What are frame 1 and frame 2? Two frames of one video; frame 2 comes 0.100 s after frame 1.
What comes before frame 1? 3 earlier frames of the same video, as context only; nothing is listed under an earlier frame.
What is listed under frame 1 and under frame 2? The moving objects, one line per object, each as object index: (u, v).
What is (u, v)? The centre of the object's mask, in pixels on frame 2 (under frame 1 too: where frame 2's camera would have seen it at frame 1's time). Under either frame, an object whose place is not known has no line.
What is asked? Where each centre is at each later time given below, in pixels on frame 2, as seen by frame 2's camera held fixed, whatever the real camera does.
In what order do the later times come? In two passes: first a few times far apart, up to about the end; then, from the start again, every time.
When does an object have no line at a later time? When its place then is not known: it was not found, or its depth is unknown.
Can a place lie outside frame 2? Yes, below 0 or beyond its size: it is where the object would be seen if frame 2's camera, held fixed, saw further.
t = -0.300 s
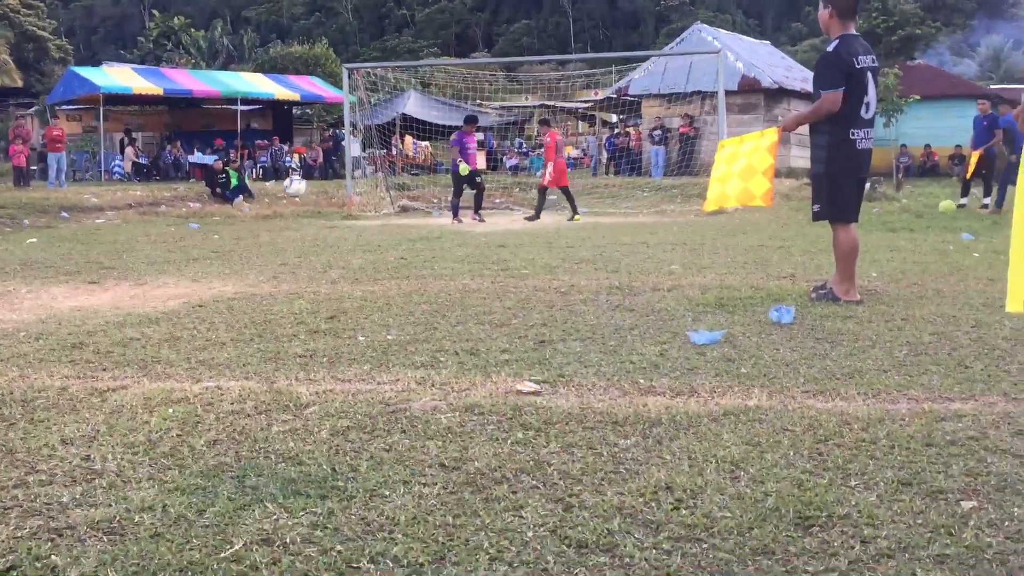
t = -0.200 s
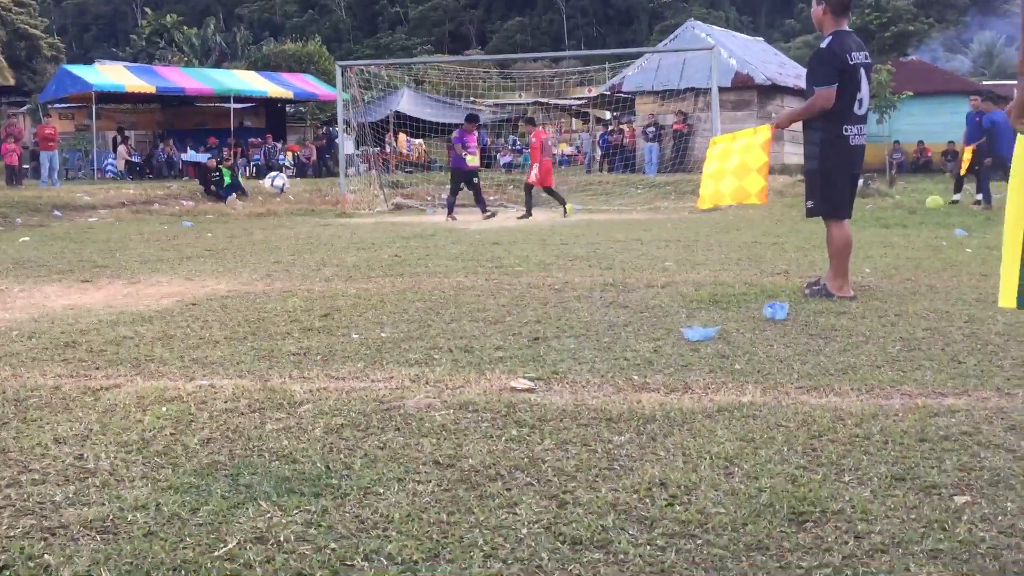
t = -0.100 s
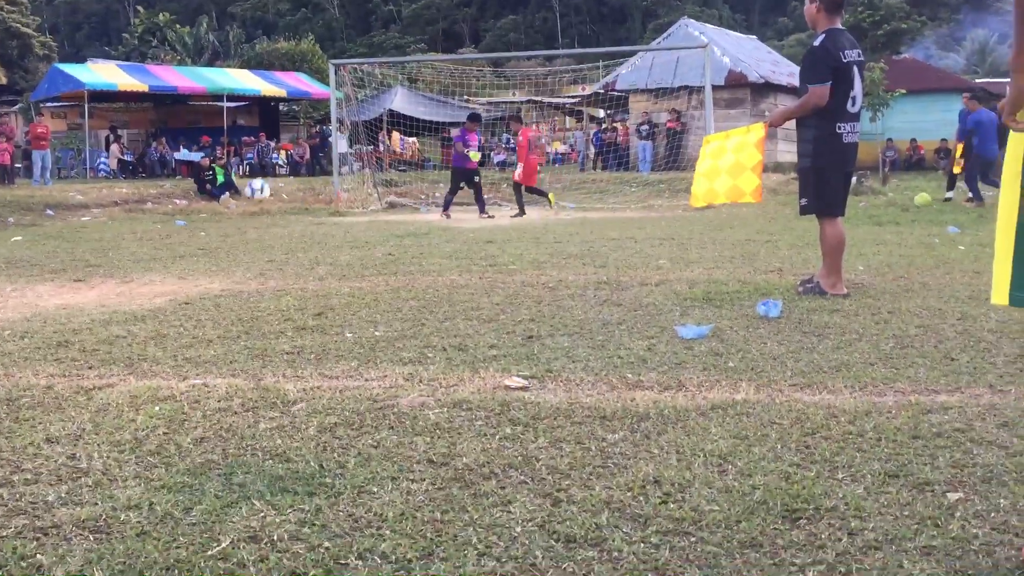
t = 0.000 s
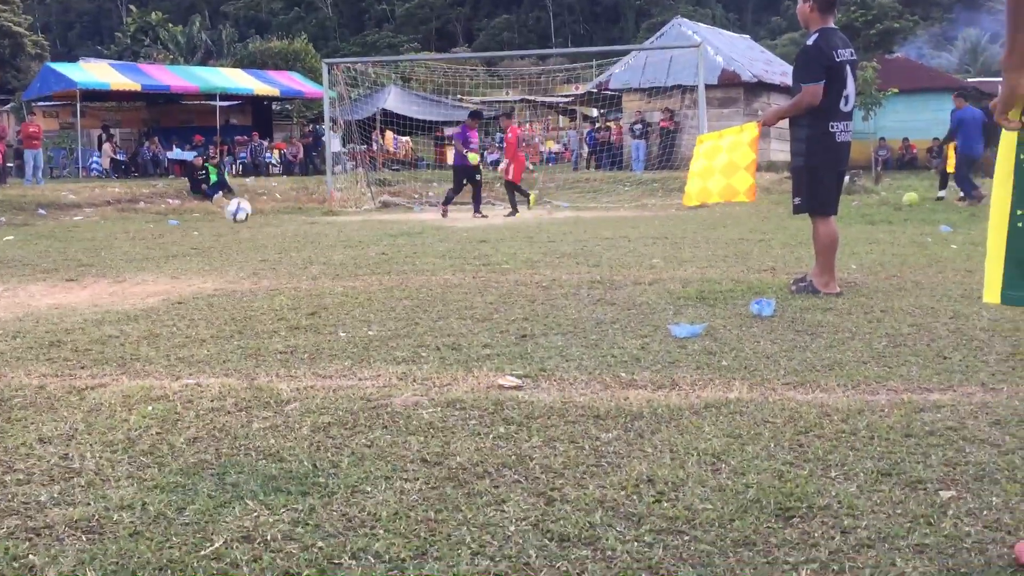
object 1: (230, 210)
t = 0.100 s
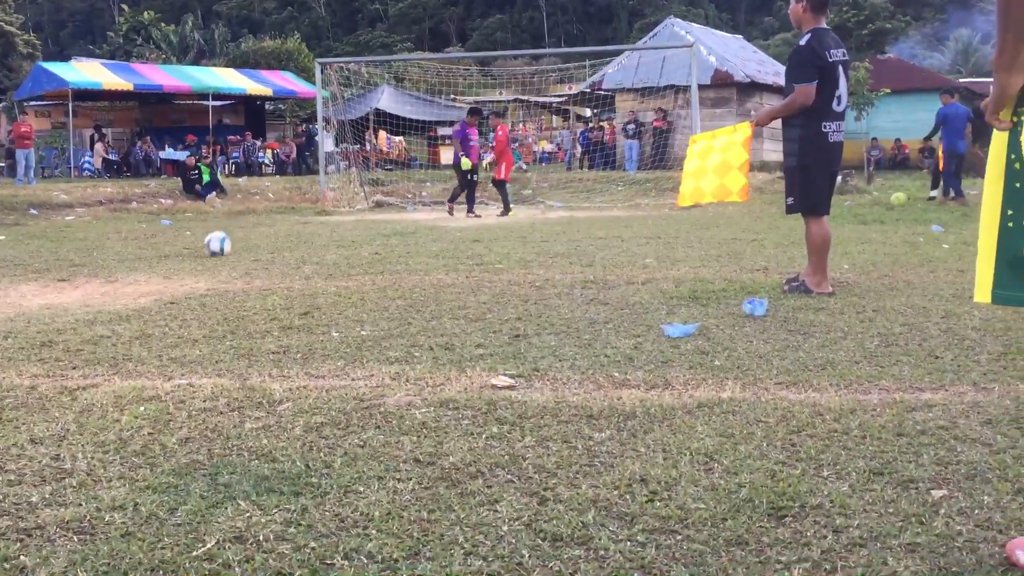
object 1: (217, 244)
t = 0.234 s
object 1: (194, 226)
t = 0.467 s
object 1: (150, 244)
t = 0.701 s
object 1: (90, 272)
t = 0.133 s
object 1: (212, 239)
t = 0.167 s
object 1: (206, 234)
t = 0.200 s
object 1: (201, 229)
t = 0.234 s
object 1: (194, 226)
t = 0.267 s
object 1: (188, 225)
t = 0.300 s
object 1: (182, 224)
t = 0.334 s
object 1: (176, 225)
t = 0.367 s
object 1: (170, 227)
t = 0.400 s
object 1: (164, 231)
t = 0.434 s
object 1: (157, 235)
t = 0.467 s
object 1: (150, 244)
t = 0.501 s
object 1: (143, 253)
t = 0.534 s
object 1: (136, 264)
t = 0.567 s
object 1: (129, 269)
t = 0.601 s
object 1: (119, 268)
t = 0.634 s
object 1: (110, 268)
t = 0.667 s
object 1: (100, 270)
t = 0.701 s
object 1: (90, 272)
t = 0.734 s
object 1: (81, 278)
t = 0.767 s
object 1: (71, 286)
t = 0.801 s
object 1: (58, 285)
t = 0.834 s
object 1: (46, 285)
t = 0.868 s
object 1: (34, 287)
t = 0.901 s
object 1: (21, 289)
